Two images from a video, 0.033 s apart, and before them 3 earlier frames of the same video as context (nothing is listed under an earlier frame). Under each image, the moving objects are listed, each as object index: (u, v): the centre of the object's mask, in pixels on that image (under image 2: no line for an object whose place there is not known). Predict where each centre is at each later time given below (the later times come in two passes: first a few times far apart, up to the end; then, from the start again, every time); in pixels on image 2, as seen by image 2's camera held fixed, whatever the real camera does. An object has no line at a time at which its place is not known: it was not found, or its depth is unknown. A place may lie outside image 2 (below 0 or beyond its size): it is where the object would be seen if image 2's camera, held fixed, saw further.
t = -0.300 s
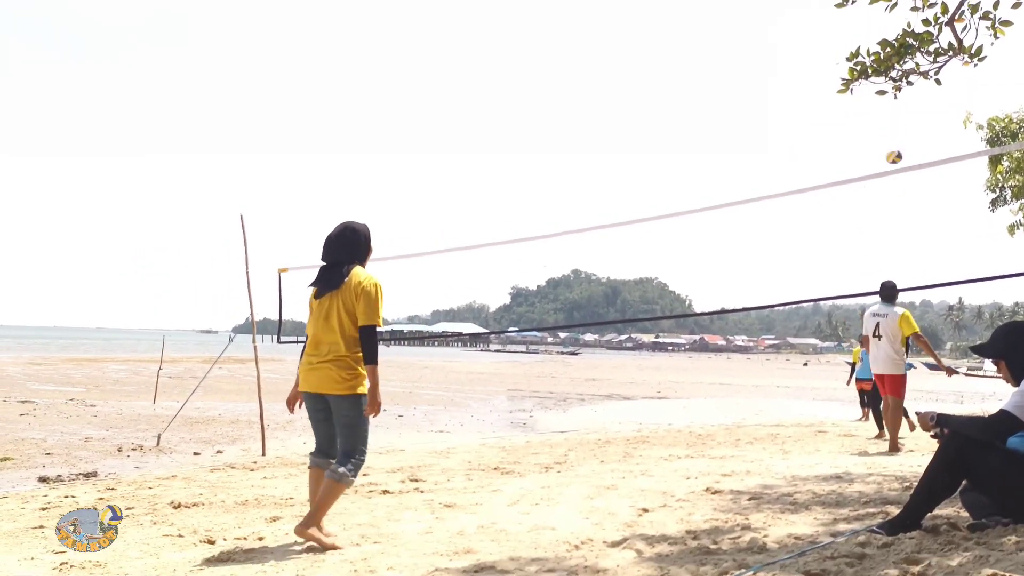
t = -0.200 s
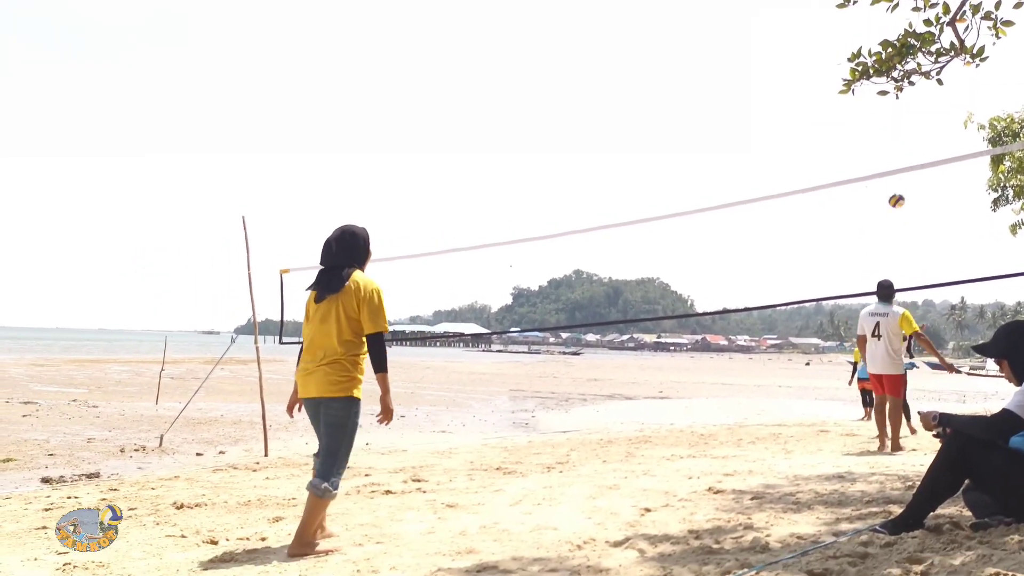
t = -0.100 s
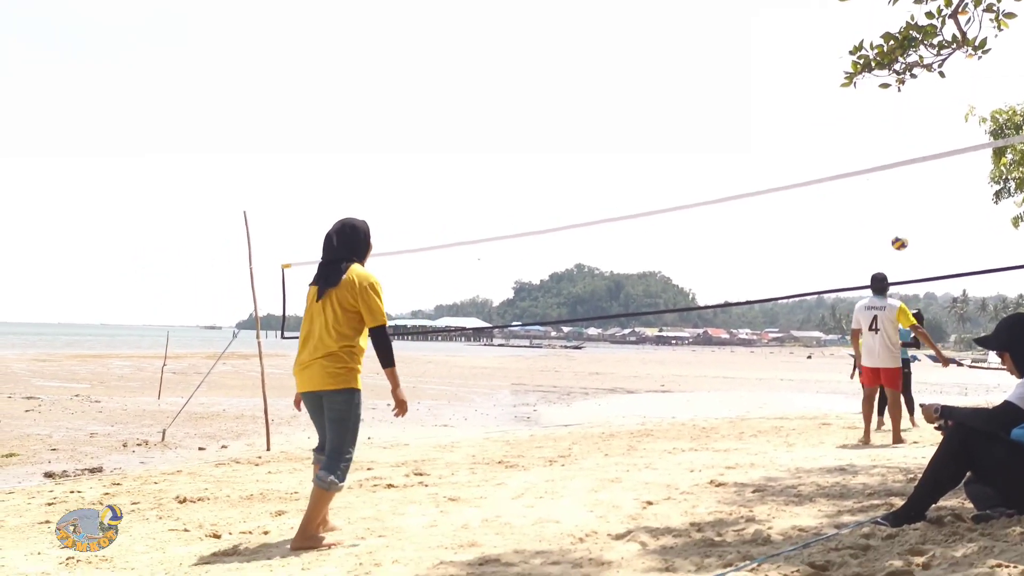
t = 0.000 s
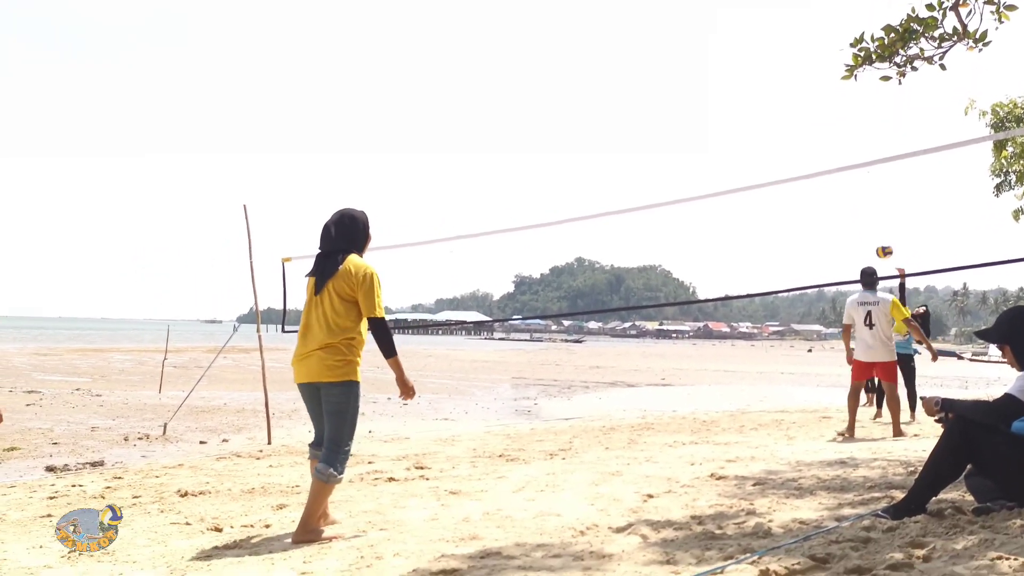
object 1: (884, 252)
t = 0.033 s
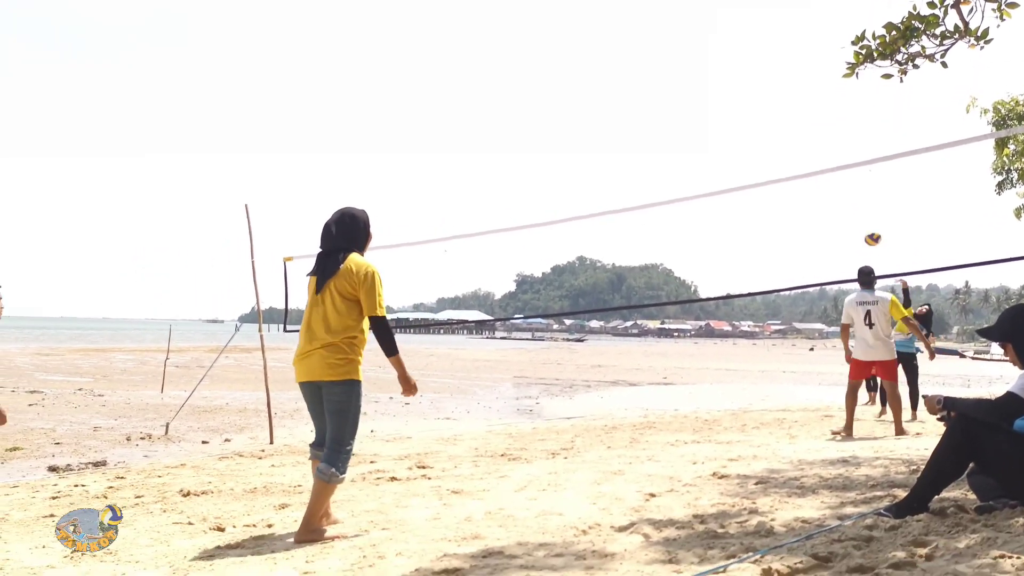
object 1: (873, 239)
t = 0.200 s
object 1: (801, 191)
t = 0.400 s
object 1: (709, 156)
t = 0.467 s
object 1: (676, 152)
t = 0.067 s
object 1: (859, 228)
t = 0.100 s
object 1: (845, 218)
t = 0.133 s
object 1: (831, 208)
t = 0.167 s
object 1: (817, 199)
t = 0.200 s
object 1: (801, 191)
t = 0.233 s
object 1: (785, 184)
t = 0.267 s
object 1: (770, 175)
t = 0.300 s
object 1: (755, 169)
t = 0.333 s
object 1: (740, 164)
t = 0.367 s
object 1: (725, 160)
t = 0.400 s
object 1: (709, 156)
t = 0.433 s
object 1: (693, 153)
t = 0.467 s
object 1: (676, 152)
